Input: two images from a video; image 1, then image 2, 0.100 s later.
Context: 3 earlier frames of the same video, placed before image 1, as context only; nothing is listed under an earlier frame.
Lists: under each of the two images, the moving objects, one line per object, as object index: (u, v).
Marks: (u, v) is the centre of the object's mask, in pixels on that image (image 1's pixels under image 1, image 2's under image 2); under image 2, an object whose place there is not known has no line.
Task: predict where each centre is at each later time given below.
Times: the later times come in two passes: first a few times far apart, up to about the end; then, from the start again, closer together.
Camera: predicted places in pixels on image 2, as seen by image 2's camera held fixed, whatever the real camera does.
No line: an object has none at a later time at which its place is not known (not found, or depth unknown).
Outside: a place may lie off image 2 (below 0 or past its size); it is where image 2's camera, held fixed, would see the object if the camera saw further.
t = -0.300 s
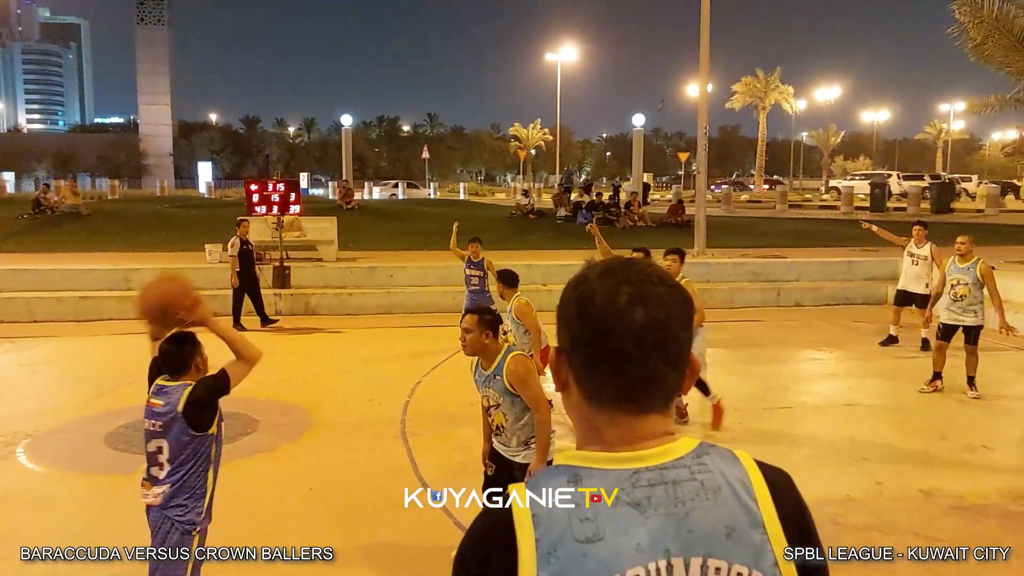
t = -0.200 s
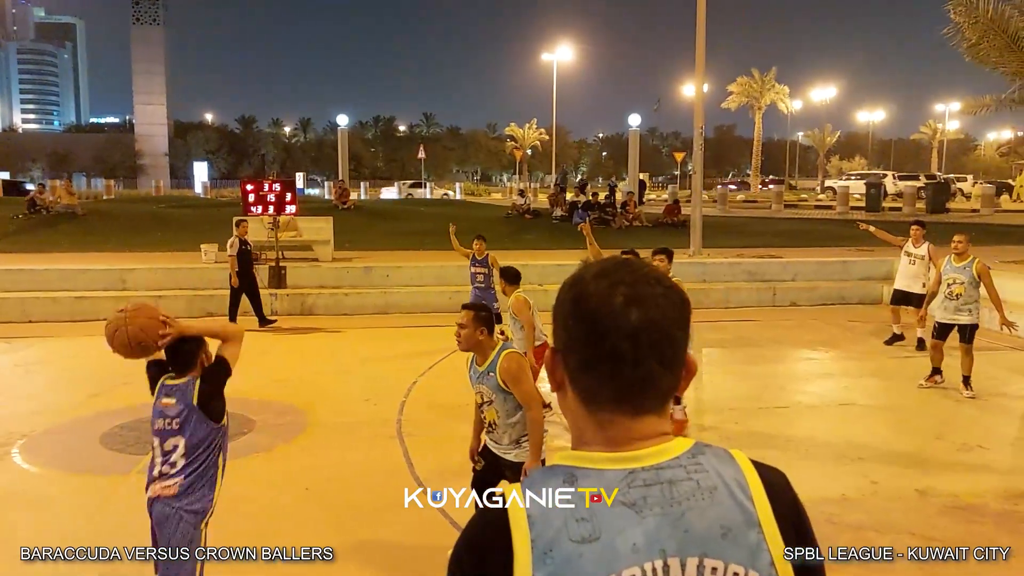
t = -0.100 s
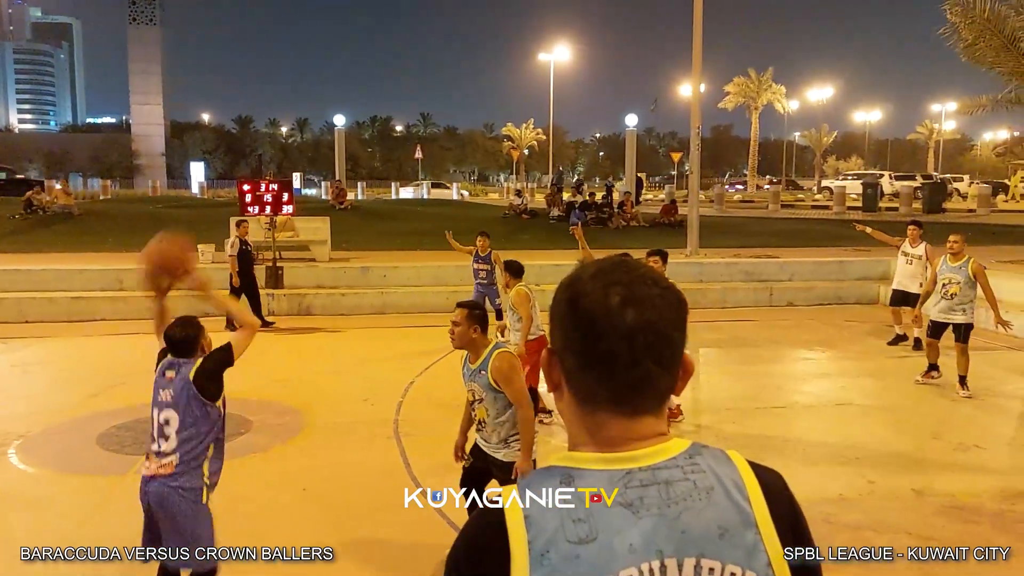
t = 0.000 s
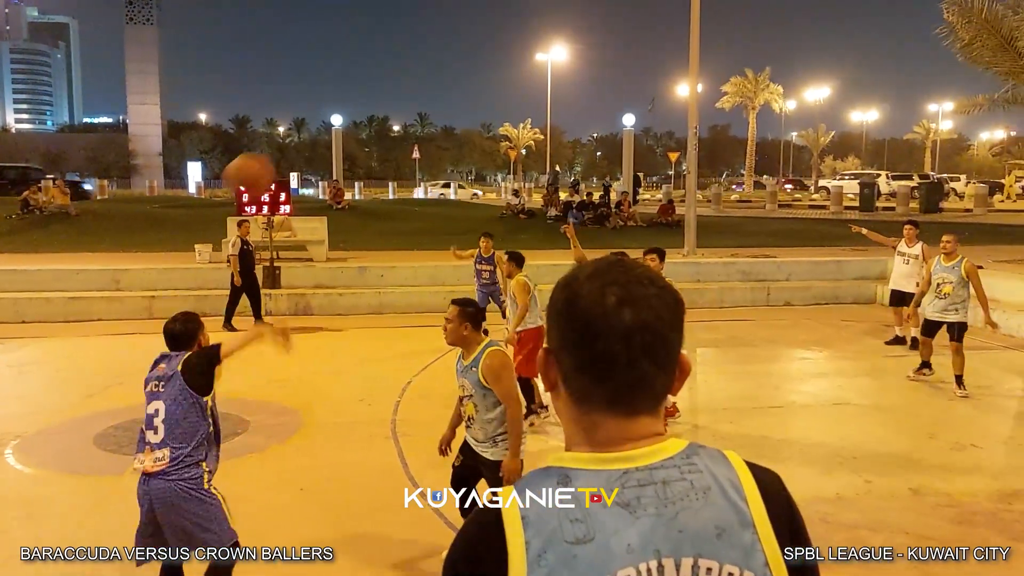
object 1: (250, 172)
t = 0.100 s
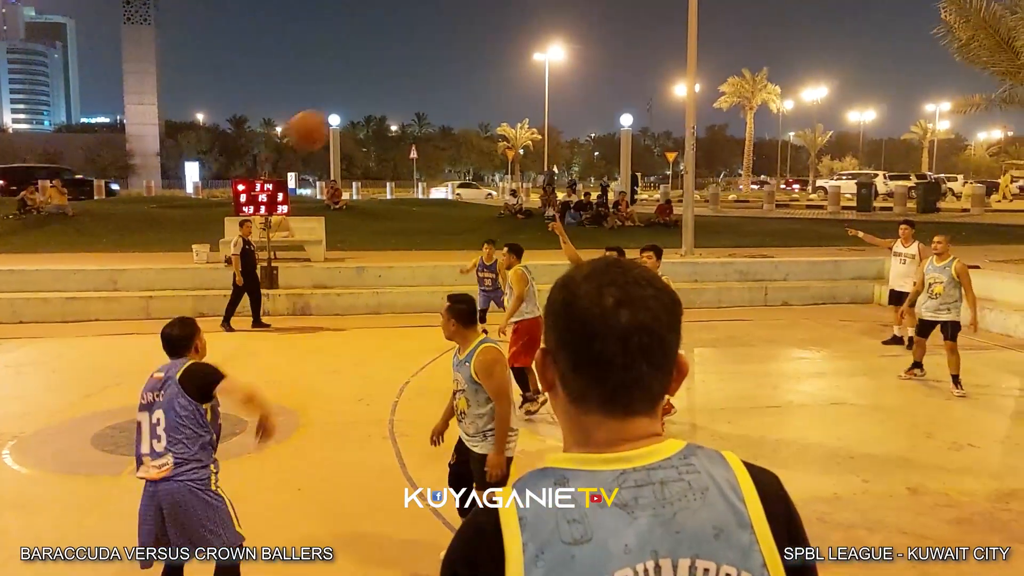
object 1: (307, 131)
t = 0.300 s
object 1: (395, 104)
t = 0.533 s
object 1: (456, 133)
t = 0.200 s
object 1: (357, 108)
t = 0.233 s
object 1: (369, 106)
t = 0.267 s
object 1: (382, 104)
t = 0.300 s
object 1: (395, 104)
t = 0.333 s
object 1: (405, 105)
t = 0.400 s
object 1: (425, 111)
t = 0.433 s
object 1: (433, 116)
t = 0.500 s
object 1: (449, 127)
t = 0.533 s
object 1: (456, 133)
